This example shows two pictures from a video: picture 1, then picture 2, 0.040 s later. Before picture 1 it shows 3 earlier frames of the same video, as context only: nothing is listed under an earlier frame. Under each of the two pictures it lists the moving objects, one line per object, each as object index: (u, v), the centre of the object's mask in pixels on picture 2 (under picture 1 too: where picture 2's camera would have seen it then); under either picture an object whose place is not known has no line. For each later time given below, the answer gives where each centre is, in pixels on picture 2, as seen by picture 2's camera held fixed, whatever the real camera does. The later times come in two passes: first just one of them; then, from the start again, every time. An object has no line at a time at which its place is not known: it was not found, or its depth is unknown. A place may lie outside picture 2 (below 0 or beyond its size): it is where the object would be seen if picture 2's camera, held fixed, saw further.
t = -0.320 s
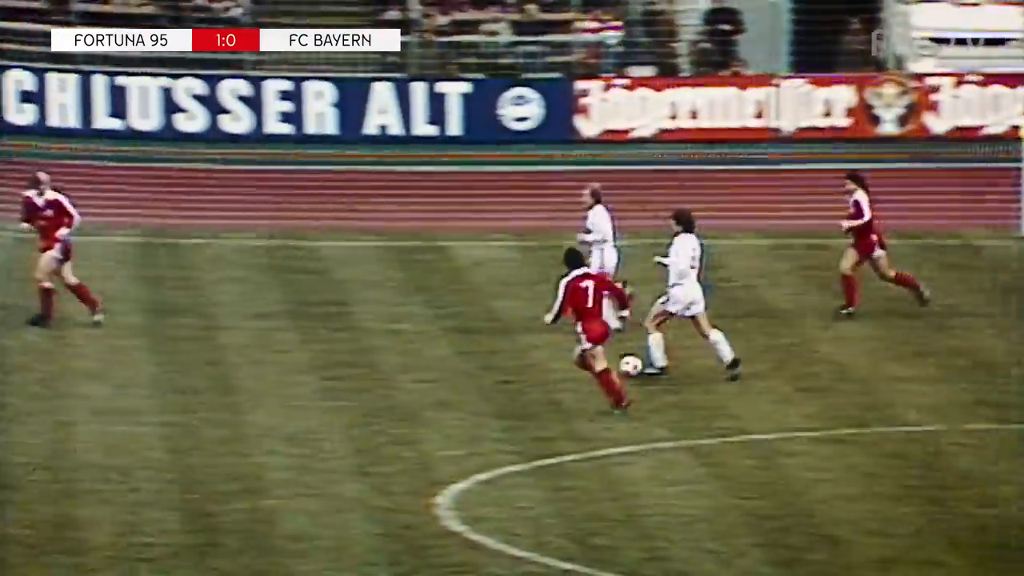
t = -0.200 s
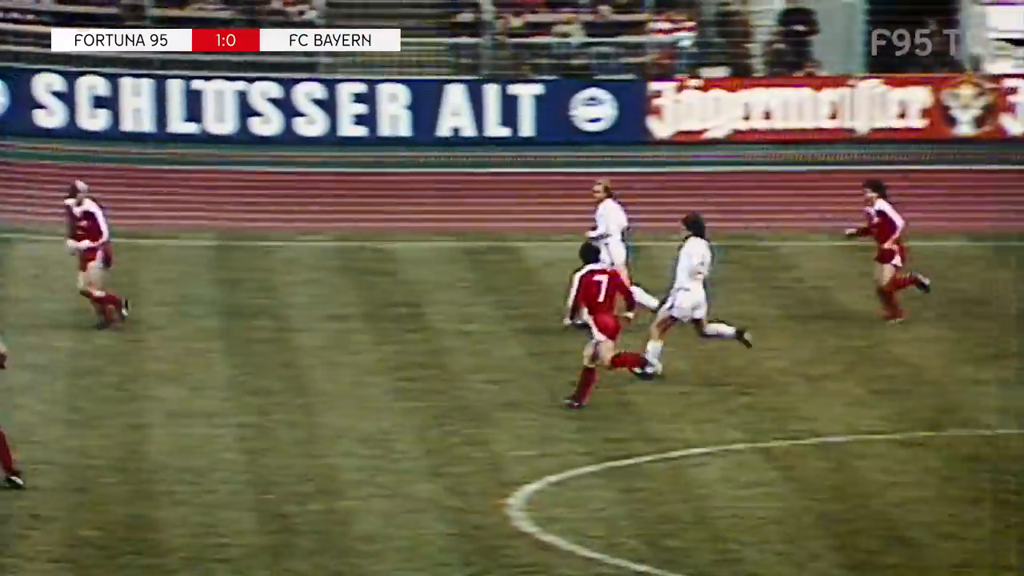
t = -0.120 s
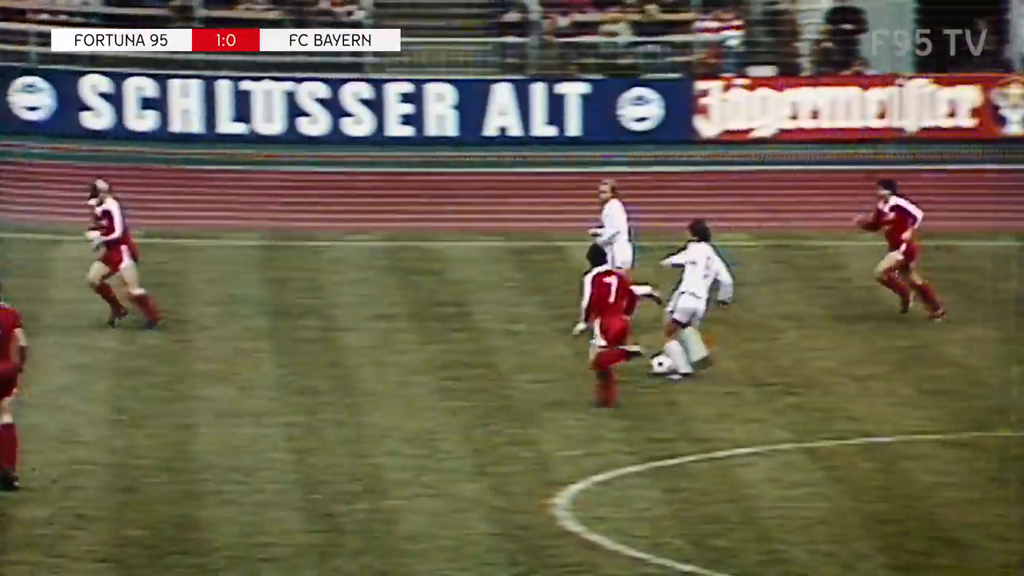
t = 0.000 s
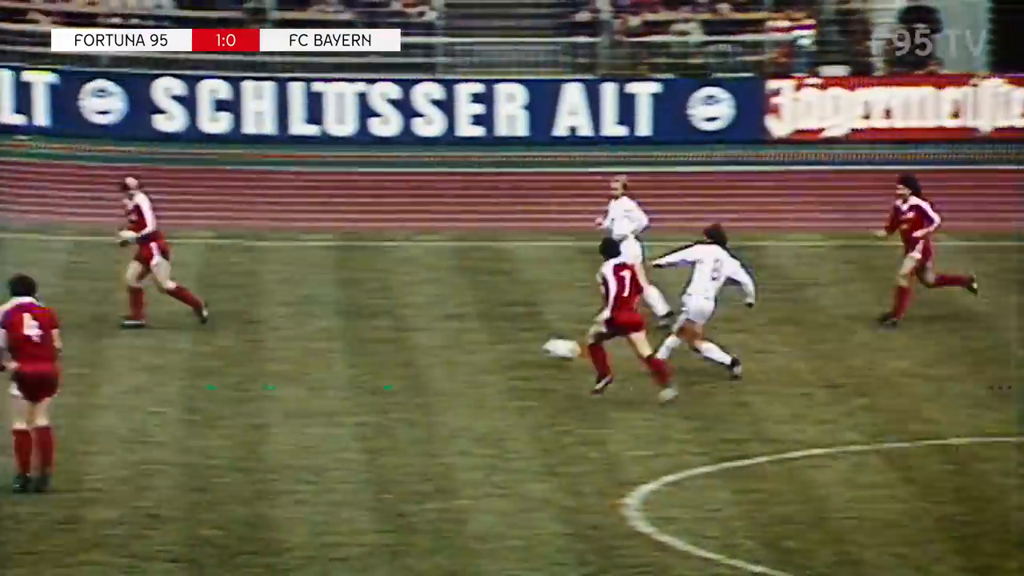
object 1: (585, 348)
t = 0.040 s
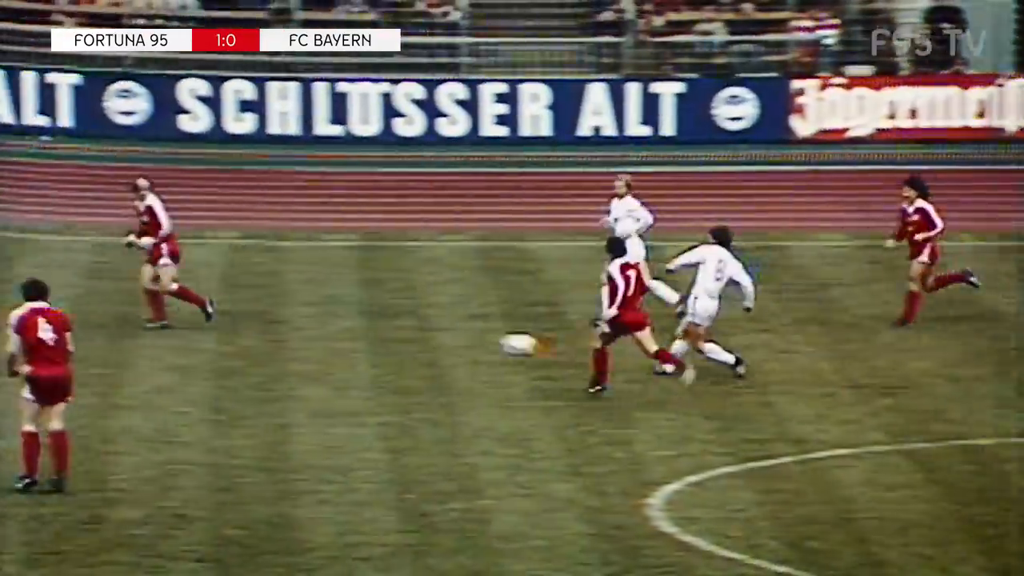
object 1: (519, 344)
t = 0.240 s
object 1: (207, 337)
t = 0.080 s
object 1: (452, 341)
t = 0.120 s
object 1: (388, 342)
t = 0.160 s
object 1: (324, 345)
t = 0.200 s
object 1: (264, 344)
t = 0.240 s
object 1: (207, 337)
